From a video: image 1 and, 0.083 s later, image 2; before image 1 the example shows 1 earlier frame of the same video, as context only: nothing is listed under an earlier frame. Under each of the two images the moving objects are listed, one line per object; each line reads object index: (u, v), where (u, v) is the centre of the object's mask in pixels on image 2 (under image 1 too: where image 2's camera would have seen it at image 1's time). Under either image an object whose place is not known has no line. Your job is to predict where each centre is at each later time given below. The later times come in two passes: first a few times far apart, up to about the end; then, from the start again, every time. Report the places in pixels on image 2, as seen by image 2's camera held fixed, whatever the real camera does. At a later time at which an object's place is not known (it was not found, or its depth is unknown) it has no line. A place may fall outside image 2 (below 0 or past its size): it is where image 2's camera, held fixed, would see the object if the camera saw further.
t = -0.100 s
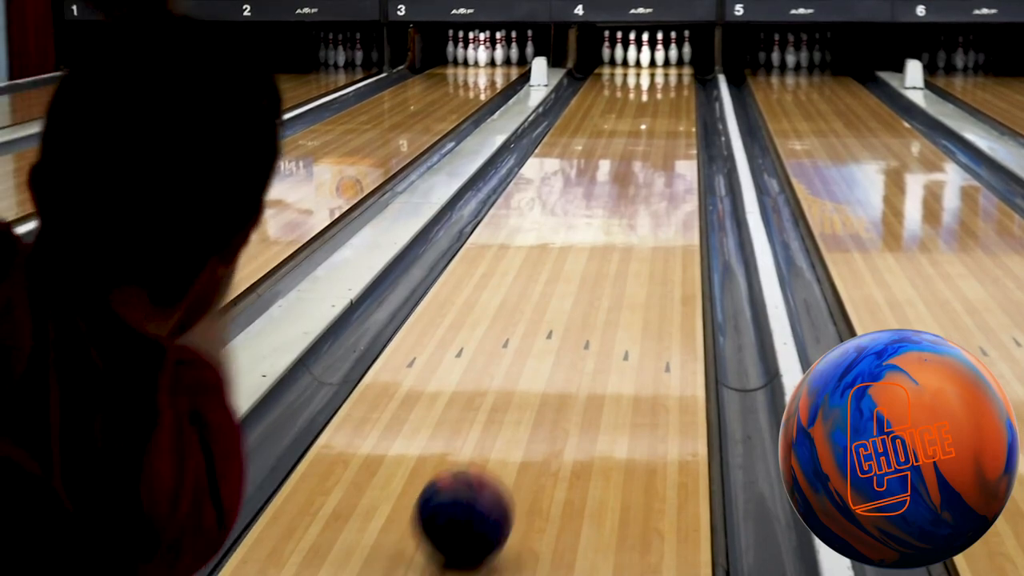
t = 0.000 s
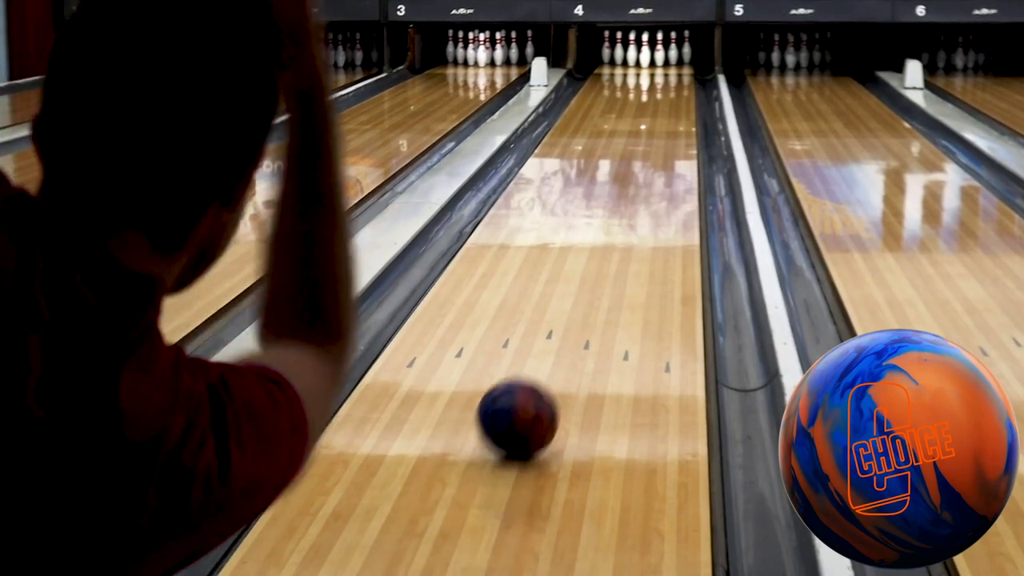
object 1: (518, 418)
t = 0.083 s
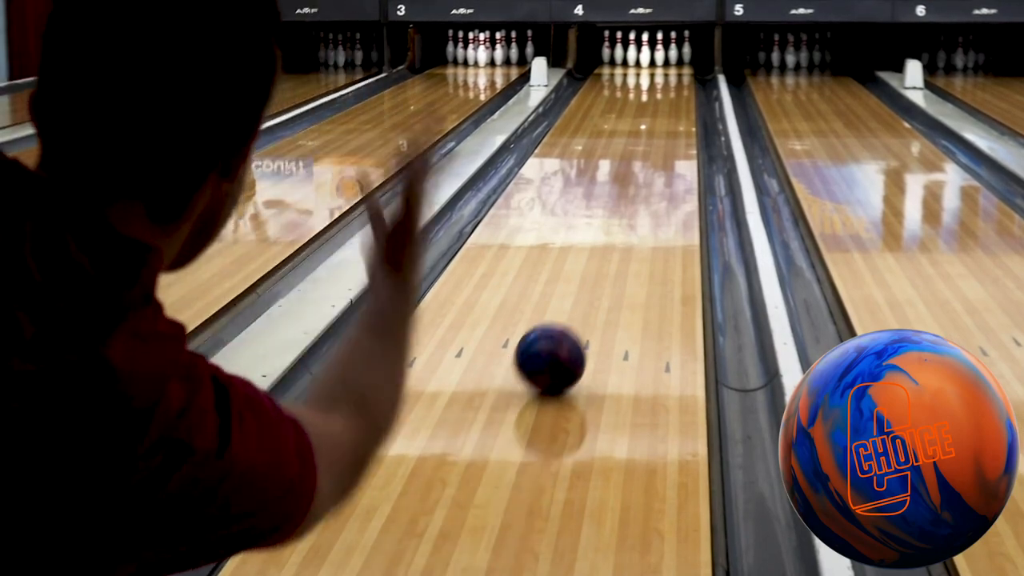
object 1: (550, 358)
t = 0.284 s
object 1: (602, 264)
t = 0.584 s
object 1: (645, 181)
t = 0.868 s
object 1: (667, 135)
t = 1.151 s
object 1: (679, 105)
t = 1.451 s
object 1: (677, 81)
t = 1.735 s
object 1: (665, 66)
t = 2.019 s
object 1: (654, 56)
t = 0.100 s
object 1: (556, 348)
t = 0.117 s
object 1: (561, 339)
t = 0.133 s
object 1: (566, 329)
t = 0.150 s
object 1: (571, 321)
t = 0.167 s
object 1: (575, 313)
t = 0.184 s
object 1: (579, 305)
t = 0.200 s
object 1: (584, 297)
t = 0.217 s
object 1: (588, 290)
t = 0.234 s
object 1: (592, 283)
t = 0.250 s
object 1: (595, 276)
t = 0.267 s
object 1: (599, 270)
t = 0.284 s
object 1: (602, 264)
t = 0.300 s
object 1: (605, 258)
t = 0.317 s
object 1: (608, 253)
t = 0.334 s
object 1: (611, 247)
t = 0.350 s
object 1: (614, 241)
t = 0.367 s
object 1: (617, 236)
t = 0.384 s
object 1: (620, 230)
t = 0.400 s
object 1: (622, 226)
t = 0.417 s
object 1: (625, 221)
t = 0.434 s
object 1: (627, 216)
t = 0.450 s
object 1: (629, 212)
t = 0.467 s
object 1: (632, 207)
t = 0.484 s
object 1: (633, 203)
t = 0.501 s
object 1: (636, 199)
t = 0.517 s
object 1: (638, 195)
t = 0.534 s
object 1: (640, 192)
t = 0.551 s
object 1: (641, 188)
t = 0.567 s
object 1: (643, 184)
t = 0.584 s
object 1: (645, 181)
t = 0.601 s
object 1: (647, 178)
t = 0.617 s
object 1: (648, 174)
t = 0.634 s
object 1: (649, 171)
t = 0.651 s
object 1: (651, 168)
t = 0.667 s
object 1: (653, 165)
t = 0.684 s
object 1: (654, 162)
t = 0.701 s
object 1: (655, 159)
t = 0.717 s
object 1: (657, 157)
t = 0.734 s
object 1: (658, 154)
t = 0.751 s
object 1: (659, 151)
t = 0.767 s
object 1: (660, 149)
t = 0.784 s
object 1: (662, 147)
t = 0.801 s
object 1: (663, 144)
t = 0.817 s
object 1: (664, 141)
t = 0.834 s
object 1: (665, 139)
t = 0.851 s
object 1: (666, 137)
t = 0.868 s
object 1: (667, 135)
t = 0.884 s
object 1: (668, 133)
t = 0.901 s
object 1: (669, 131)
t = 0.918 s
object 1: (670, 129)
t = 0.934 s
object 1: (670, 127)
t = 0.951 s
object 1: (671, 125)
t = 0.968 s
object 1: (672, 123)
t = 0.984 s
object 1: (673, 121)
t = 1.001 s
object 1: (673, 119)
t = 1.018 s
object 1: (674, 117)
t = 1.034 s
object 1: (675, 116)
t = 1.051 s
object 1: (676, 114)
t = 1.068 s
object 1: (676, 112)
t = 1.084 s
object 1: (677, 110)
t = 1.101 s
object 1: (677, 109)
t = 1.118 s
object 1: (678, 107)
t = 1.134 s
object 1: (678, 106)
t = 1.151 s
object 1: (679, 105)
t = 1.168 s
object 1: (679, 102)
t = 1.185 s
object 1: (679, 101)
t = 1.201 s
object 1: (679, 100)
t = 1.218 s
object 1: (679, 98)
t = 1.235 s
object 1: (680, 97)
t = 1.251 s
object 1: (679, 96)
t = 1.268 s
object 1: (680, 94)
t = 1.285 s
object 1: (680, 93)
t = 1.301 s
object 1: (680, 91)
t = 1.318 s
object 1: (680, 90)
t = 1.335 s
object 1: (679, 89)
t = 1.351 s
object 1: (679, 88)
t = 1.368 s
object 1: (679, 87)
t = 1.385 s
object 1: (679, 85)
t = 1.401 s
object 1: (679, 84)
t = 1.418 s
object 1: (678, 83)
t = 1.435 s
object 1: (678, 82)
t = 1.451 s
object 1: (677, 81)
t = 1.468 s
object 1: (677, 80)
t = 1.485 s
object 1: (676, 79)
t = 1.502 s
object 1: (676, 78)
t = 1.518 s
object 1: (676, 77)
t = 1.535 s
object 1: (675, 76)
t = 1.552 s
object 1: (674, 75)
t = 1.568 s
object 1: (673, 74)
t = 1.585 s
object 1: (673, 73)
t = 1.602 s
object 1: (672, 73)
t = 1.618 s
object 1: (672, 72)
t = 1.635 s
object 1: (671, 71)
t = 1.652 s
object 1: (670, 70)
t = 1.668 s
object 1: (668, 69)
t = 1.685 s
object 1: (668, 68)
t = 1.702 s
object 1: (667, 67)
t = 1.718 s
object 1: (666, 67)
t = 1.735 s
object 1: (665, 66)
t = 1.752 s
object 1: (664, 65)
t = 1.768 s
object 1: (663, 65)
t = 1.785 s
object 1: (661, 64)
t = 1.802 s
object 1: (660, 63)
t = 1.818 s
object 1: (659, 62)
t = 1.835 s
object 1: (659, 61)
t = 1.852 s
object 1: (657, 60)
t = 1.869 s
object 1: (657, 60)
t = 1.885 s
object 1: (655, 60)
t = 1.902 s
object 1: (654, 59)
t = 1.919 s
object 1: (654, 59)
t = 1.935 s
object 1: (656, 58)
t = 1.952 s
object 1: (654, 57)
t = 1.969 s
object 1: (654, 56)
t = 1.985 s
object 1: (652, 56)
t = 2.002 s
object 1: (653, 57)
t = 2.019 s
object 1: (654, 56)
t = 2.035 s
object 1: (654, 56)
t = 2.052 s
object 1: (654, 55)
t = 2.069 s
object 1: (655, 55)
